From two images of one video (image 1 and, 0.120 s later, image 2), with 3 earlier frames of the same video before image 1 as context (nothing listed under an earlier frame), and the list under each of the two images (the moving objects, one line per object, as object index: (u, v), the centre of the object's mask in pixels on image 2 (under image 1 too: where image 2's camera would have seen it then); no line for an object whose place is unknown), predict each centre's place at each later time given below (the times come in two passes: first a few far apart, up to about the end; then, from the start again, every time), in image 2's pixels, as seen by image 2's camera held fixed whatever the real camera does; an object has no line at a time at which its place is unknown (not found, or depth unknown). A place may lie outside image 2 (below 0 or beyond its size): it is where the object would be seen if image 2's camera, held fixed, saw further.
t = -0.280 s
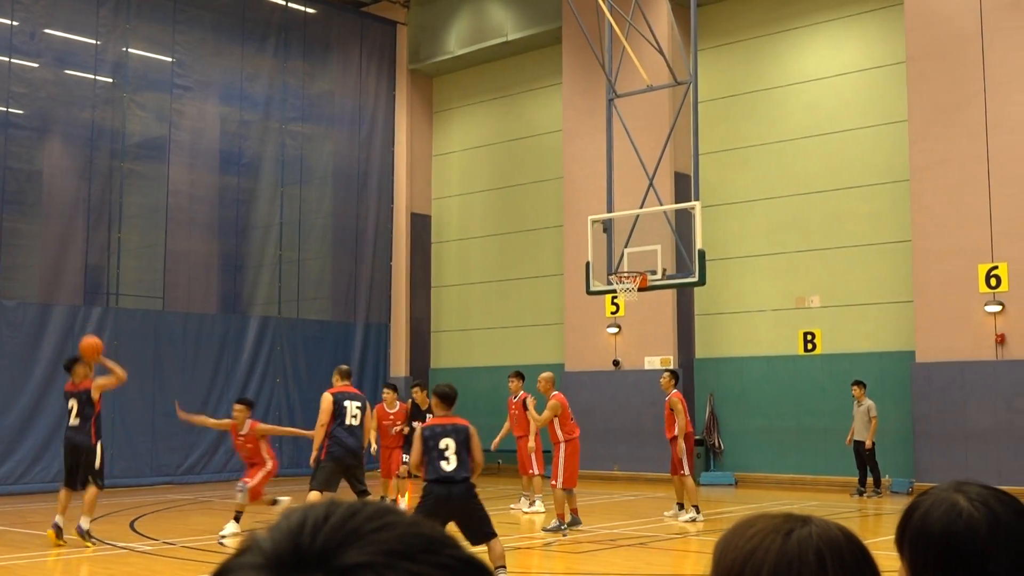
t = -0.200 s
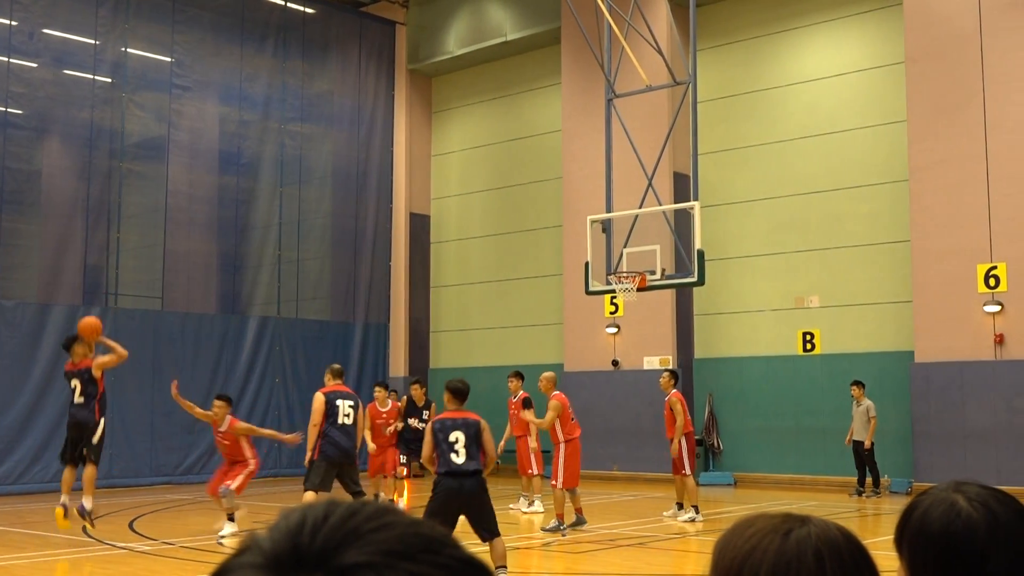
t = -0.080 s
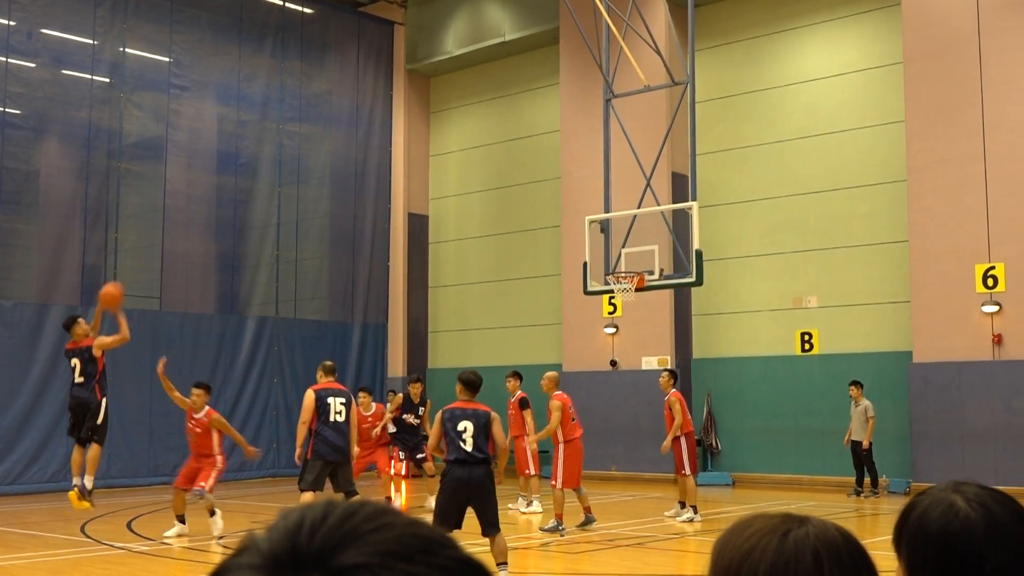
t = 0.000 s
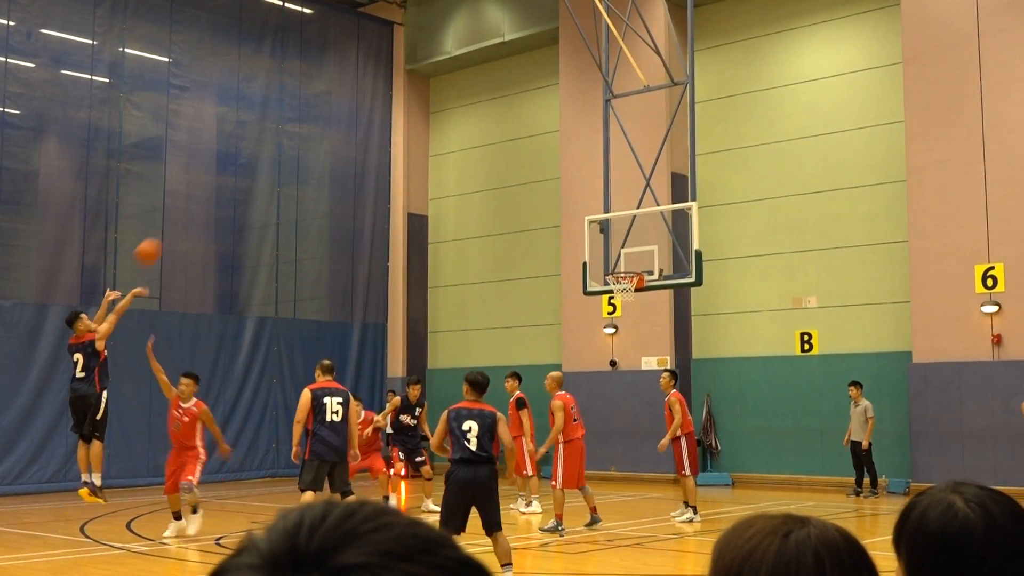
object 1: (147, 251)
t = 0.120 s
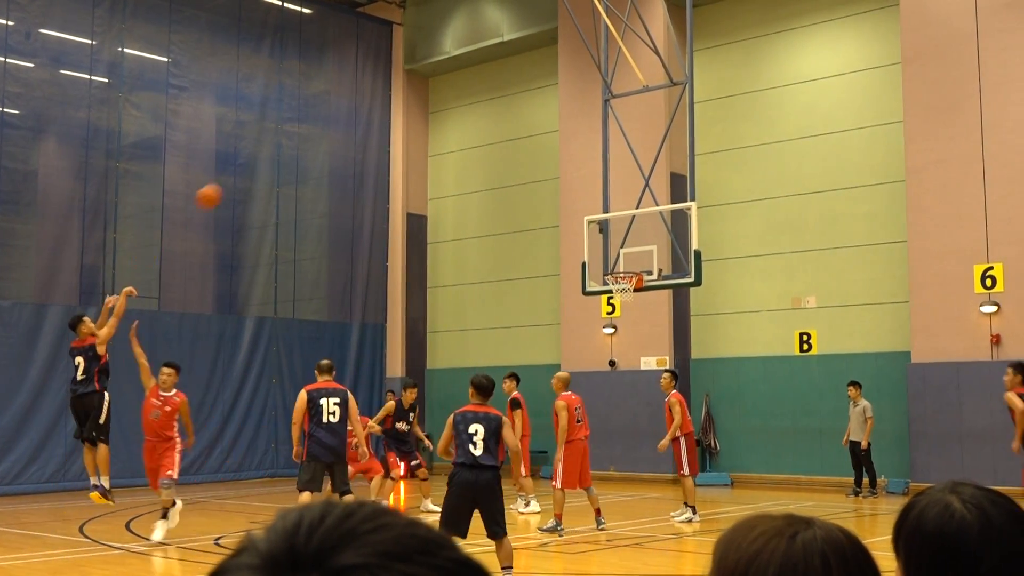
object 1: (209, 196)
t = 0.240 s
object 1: (266, 156)
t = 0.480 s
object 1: (368, 117)
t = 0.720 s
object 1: (459, 125)
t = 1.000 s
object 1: (554, 184)
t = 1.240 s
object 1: (627, 268)
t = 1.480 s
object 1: (621, 240)
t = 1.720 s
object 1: (589, 257)
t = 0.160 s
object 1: (228, 182)
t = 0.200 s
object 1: (247, 168)
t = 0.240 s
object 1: (266, 156)
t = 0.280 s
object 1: (284, 146)
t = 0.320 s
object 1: (302, 138)
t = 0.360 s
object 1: (319, 130)
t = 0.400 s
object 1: (336, 125)
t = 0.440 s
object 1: (352, 120)
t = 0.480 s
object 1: (368, 117)
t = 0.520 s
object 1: (383, 115)
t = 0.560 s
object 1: (400, 115)
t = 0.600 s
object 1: (415, 116)
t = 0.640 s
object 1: (430, 117)
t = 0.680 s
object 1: (445, 121)
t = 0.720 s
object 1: (459, 125)
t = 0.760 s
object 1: (473, 130)
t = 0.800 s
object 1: (487, 136)
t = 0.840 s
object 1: (501, 144)
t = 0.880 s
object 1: (514, 153)
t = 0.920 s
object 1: (528, 162)
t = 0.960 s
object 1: (541, 173)
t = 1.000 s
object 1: (554, 184)
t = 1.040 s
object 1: (567, 197)
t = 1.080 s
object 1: (579, 210)
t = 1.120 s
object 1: (593, 225)
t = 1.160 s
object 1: (605, 239)
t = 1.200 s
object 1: (616, 256)
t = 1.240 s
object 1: (627, 268)
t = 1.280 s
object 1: (617, 268)
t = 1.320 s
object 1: (619, 262)
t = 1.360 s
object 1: (623, 253)
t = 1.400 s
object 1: (626, 245)
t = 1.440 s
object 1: (626, 241)
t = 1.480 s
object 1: (621, 240)
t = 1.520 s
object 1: (615, 240)
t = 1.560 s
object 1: (611, 241)
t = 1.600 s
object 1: (605, 243)
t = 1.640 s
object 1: (599, 247)
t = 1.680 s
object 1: (594, 252)
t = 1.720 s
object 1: (589, 257)
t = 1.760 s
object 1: (583, 265)
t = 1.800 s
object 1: (577, 273)
